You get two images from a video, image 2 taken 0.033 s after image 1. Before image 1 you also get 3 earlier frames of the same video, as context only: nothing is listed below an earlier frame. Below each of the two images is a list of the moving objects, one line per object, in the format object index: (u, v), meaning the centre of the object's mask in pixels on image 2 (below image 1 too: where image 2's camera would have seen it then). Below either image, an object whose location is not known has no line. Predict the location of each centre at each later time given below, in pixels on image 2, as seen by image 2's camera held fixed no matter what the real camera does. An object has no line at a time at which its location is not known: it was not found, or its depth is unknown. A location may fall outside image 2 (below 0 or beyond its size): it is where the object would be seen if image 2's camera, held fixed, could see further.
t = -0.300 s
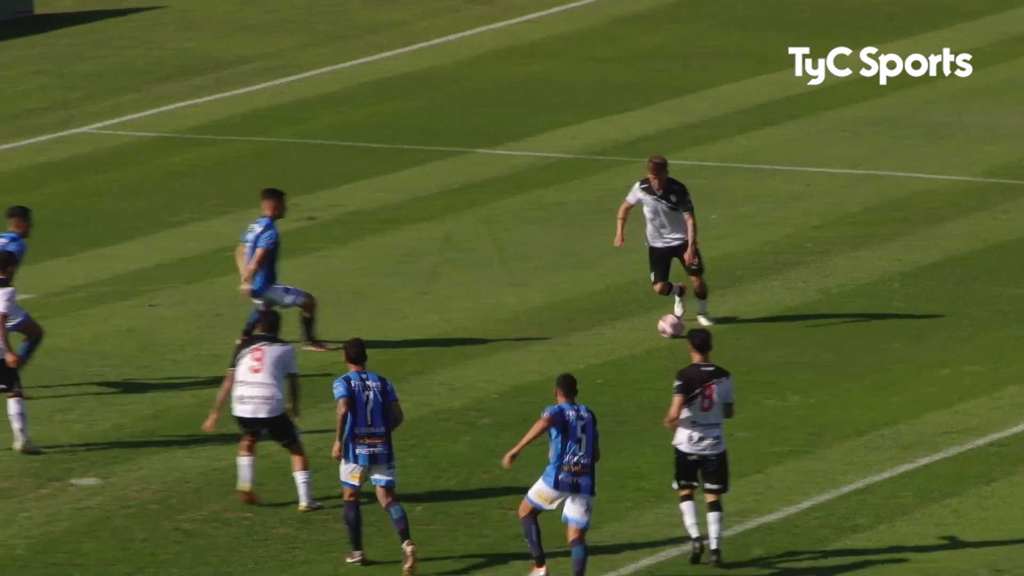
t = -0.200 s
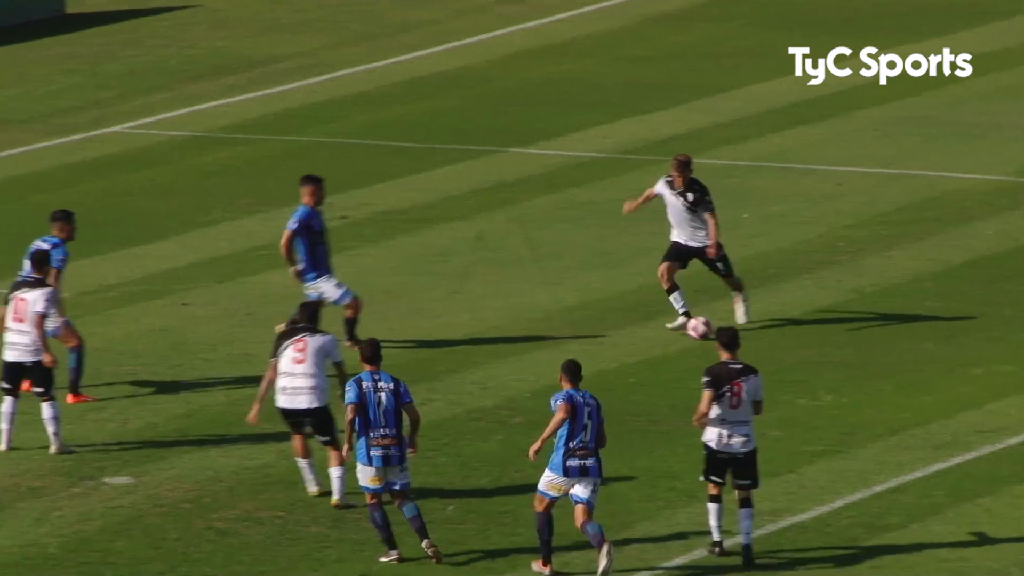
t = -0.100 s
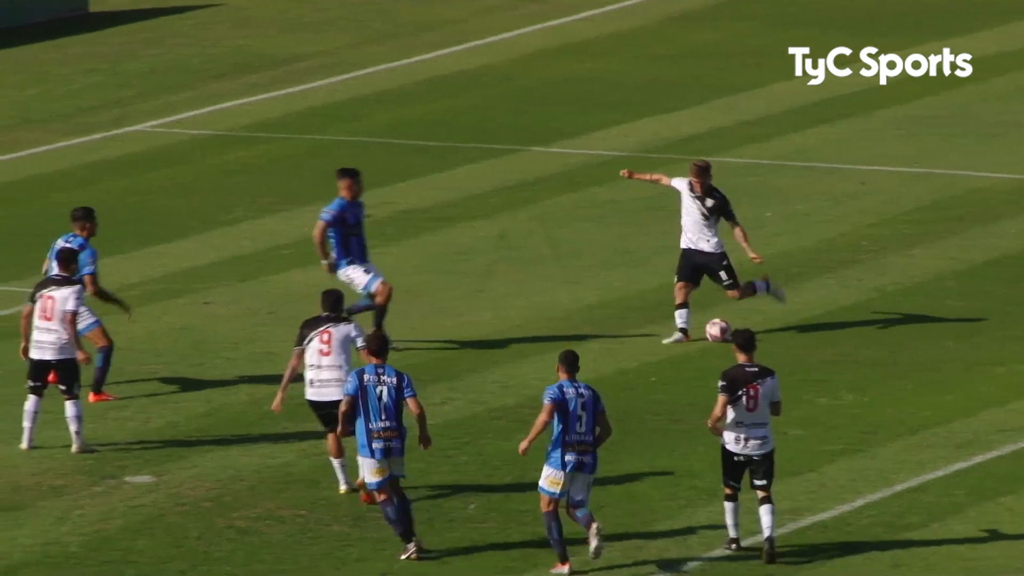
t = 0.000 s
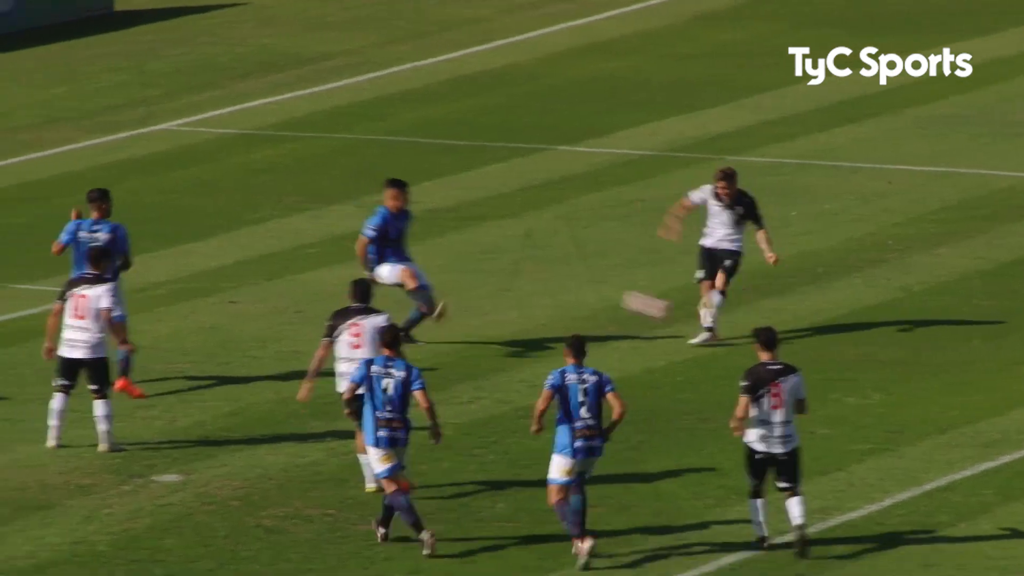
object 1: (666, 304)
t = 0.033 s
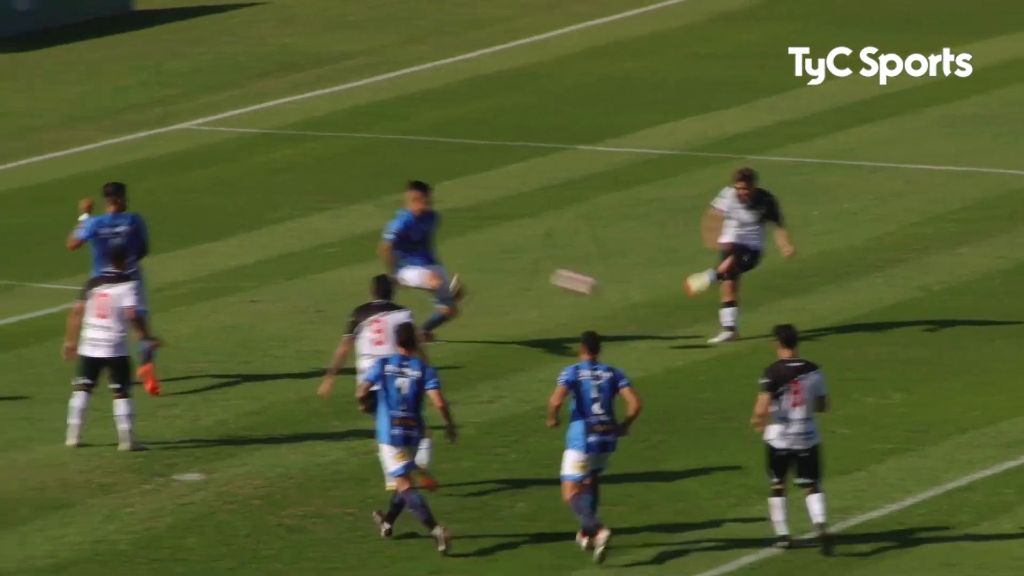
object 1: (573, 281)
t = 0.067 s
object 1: (483, 261)
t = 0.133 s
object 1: (302, 224)
